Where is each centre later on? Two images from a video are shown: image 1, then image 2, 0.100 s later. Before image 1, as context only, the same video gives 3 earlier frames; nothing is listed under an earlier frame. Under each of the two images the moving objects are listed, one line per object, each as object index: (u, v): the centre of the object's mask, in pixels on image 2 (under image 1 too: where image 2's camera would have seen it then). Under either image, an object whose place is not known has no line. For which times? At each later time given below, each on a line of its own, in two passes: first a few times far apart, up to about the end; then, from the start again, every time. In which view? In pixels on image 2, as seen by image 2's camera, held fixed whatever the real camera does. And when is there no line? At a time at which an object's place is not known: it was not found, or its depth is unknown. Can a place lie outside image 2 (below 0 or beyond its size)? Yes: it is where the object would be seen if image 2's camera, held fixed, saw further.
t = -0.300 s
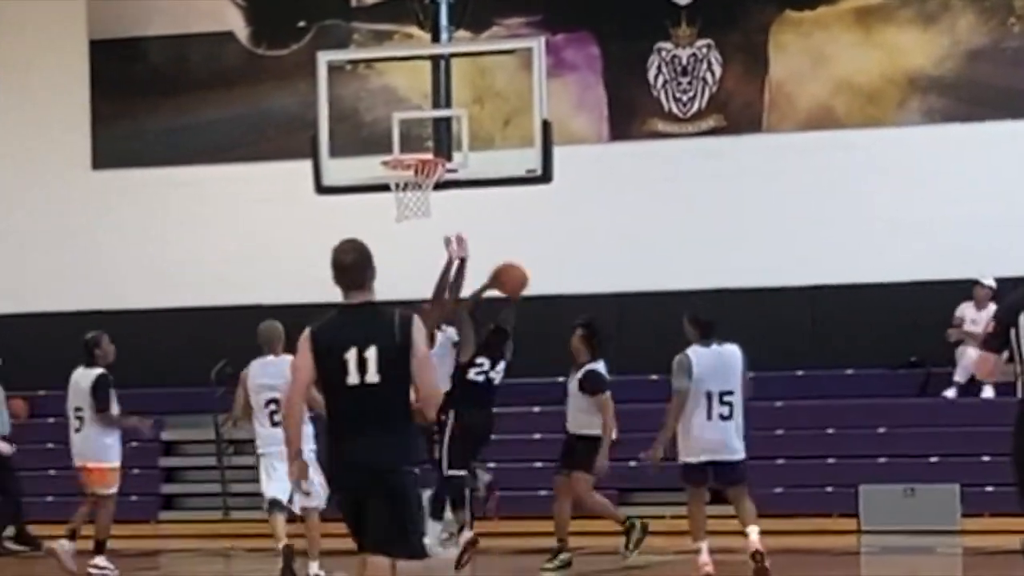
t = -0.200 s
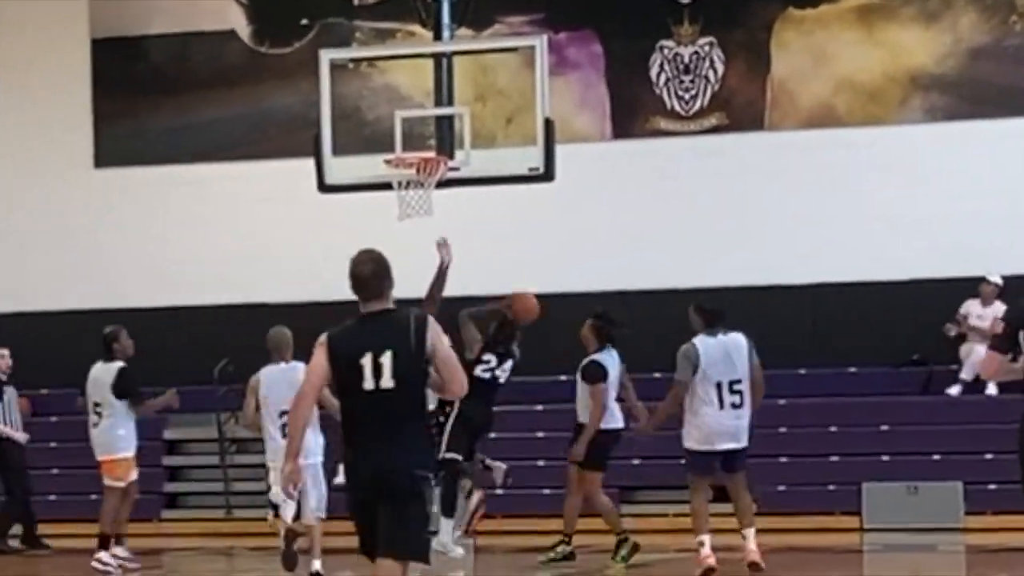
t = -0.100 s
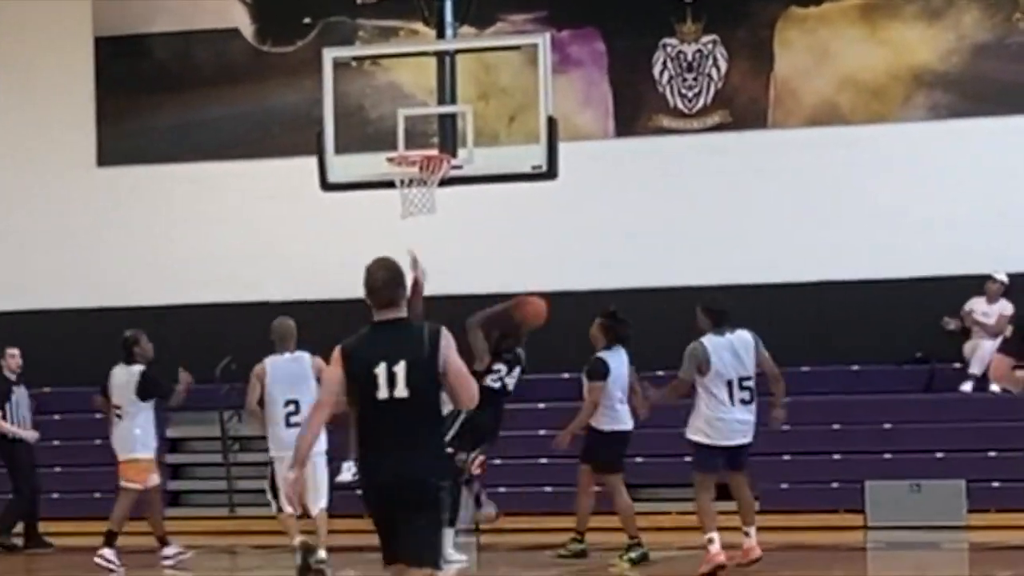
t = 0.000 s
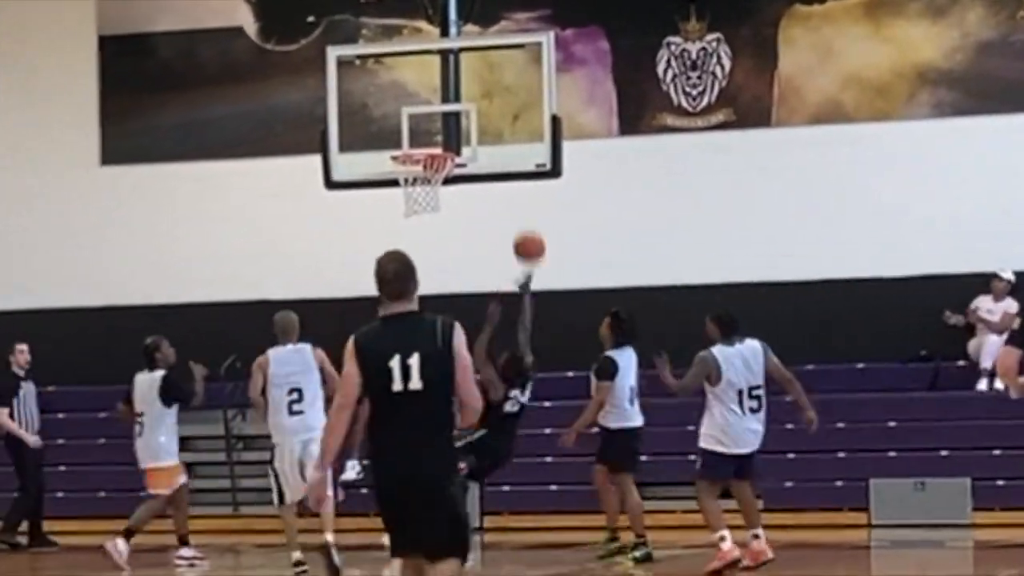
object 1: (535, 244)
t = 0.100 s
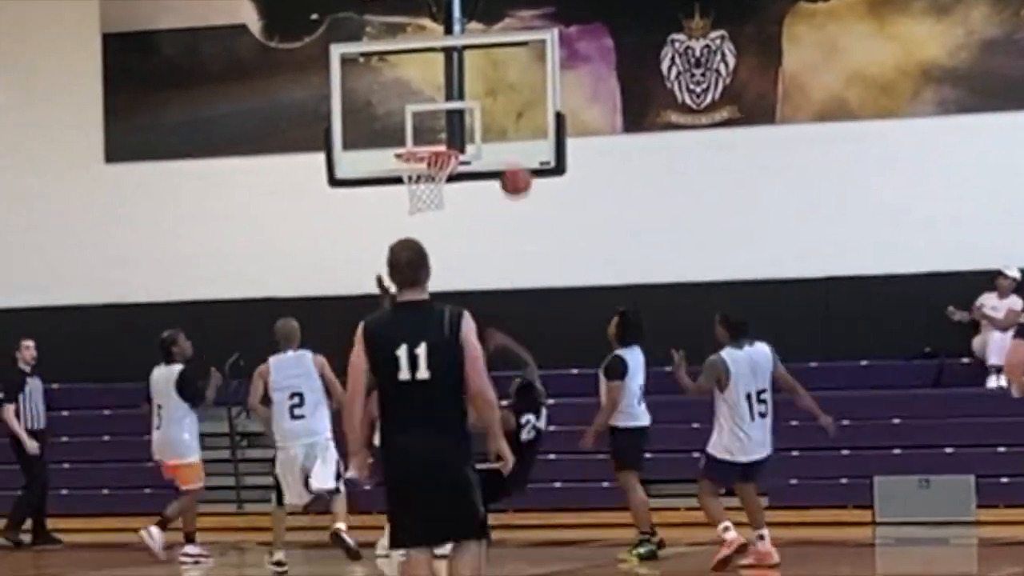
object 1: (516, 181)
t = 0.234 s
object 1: (492, 117)
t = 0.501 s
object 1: (450, 67)
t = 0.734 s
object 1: (412, 97)
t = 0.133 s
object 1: (509, 163)
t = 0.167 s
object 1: (504, 148)
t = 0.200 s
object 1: (497, 133)
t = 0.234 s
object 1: (492, 117)
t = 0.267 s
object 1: (487, 108)
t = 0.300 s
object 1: (482, 97)
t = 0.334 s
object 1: (478, 88)
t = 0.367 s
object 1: (472, 82)
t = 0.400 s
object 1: (466, 77)
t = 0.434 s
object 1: (460, 71)
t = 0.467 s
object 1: (454, 67)
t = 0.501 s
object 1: (450, 67)
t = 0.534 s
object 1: (444, 68)
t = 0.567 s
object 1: (439, 69)
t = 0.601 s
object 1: (434, 72)
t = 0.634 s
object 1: (428, 76)
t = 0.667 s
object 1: (424, 81)
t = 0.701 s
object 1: (419, 89)
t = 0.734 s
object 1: (412, 97)
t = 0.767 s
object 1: (408, 106)
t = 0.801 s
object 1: (403, 119)
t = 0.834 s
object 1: (400, 127)
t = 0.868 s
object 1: (397, 134)
